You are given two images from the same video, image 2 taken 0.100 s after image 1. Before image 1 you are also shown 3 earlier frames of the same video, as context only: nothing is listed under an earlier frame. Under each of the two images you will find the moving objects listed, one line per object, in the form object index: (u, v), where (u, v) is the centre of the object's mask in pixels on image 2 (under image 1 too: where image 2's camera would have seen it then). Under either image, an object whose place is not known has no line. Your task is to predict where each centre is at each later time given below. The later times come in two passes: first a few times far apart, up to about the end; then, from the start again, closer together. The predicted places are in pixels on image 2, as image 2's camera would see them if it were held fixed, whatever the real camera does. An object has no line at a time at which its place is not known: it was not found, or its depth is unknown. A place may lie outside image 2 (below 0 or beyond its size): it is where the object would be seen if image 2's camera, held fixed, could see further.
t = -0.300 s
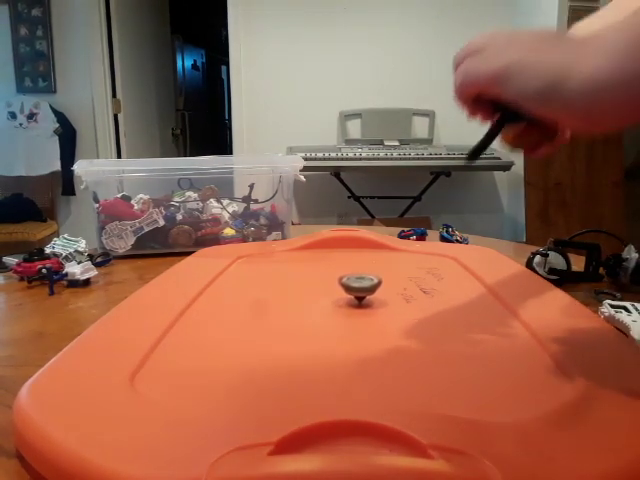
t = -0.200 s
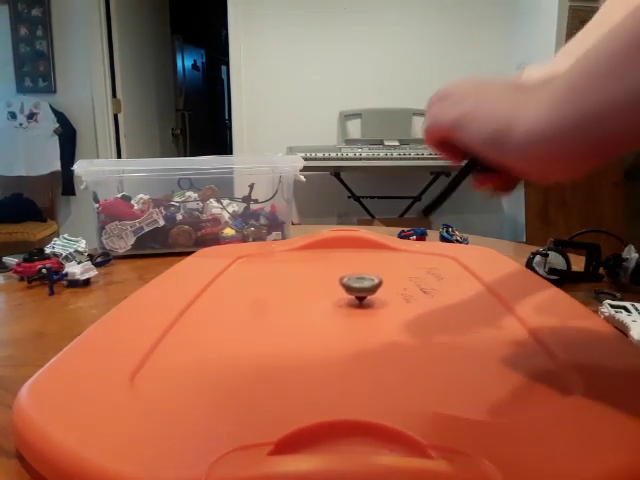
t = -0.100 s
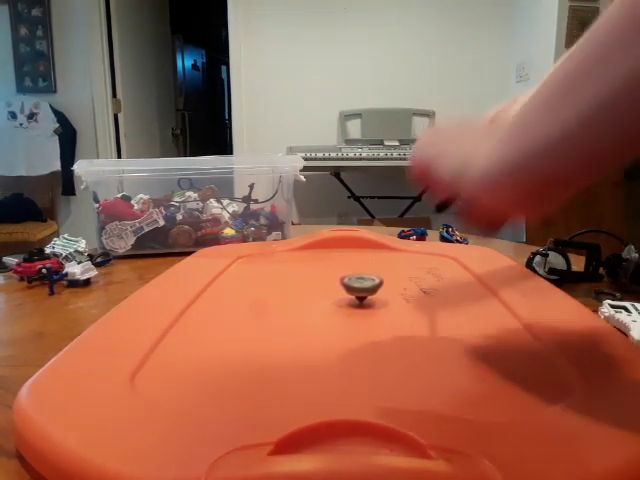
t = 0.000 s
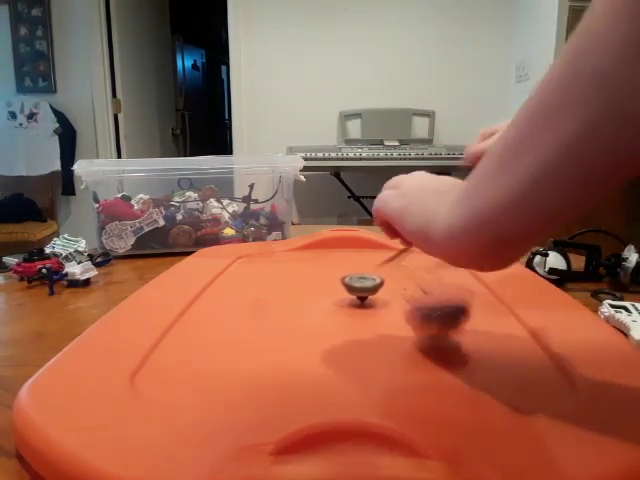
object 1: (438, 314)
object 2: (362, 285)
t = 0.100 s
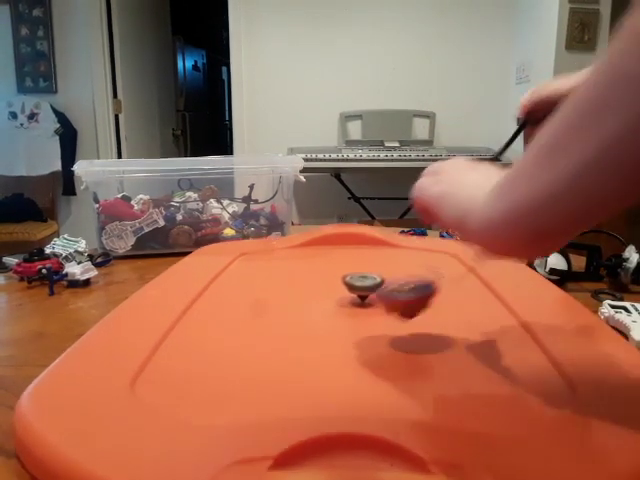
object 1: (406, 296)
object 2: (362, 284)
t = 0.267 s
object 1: (347, 318)
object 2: (357, 283)
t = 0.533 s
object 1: (282, 327)
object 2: (347, 282)
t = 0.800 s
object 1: (222, 366)
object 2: (337, 282)
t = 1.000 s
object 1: (209, 390)
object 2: (330, 282)
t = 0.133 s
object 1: (395, 308)
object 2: (362, 284)
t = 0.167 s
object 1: (380, 315)
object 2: (361, 284)
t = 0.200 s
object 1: (369, 316)
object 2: (359, 284)
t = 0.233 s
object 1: (358, 319)
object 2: (358, 284)
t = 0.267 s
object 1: (347, 318)
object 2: (357, 283)
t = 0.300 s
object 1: (337, 319)
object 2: (356, 283)
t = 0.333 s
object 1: (327, 319)
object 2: (355, 283)
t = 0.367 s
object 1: (318, 321)
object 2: (354, 283)
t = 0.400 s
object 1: (311, 321)
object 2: (352, 282)
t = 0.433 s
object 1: (303, 322)
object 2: (351, 283)
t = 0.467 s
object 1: (296, 323)
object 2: (350, 282)
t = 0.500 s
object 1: (289, 325)
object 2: (349, 282)
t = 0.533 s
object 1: (282, 327)
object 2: (347, 282)
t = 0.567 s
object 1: (275, 329)
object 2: (346, 282)
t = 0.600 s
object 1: (268, 333)
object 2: (345, 282)
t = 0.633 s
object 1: (260, 336)
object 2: (344, 282)
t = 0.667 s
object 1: (253, 342)
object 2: (342, 282)
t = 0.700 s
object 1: (245, 346)
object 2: (341, 282)
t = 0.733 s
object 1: (237, 352)
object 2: (339, 282)
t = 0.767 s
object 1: (229, 359)
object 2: (338, 281)
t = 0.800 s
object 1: (222, 366)
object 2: (337, 282)
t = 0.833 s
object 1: (215, 375)
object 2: (336, 282)
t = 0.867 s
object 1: (209, 383)
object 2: (335, 282)
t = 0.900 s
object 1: (203, 391)
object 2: (334, 282)
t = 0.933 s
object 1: (201, 390)
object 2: (332, 282)
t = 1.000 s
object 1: (209, 390)
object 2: (330, 282)
